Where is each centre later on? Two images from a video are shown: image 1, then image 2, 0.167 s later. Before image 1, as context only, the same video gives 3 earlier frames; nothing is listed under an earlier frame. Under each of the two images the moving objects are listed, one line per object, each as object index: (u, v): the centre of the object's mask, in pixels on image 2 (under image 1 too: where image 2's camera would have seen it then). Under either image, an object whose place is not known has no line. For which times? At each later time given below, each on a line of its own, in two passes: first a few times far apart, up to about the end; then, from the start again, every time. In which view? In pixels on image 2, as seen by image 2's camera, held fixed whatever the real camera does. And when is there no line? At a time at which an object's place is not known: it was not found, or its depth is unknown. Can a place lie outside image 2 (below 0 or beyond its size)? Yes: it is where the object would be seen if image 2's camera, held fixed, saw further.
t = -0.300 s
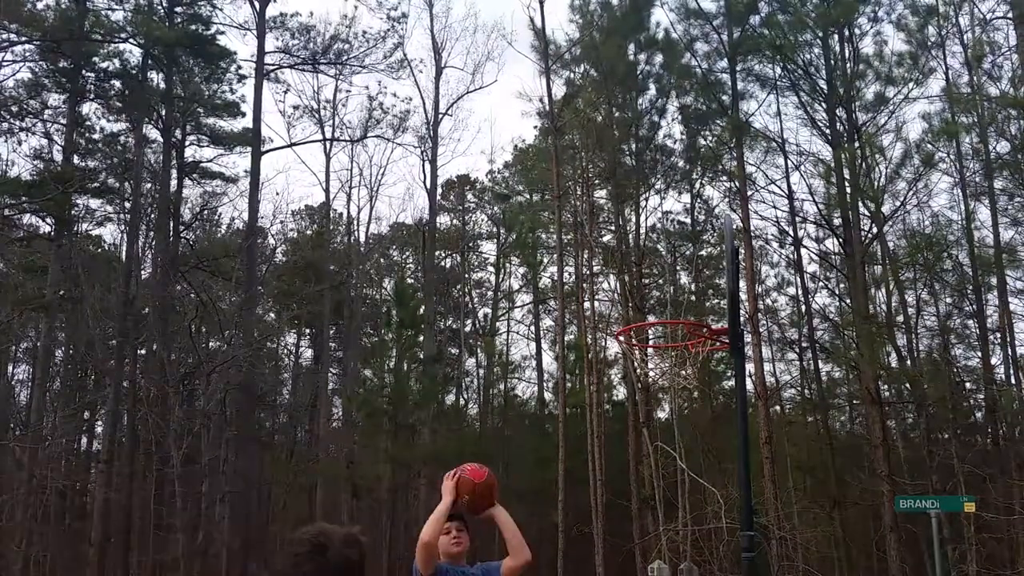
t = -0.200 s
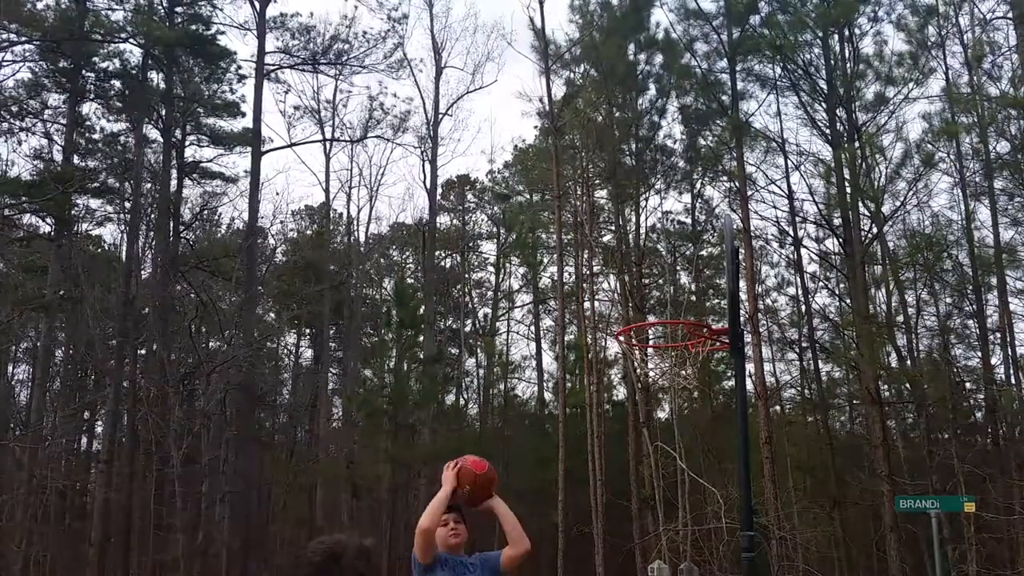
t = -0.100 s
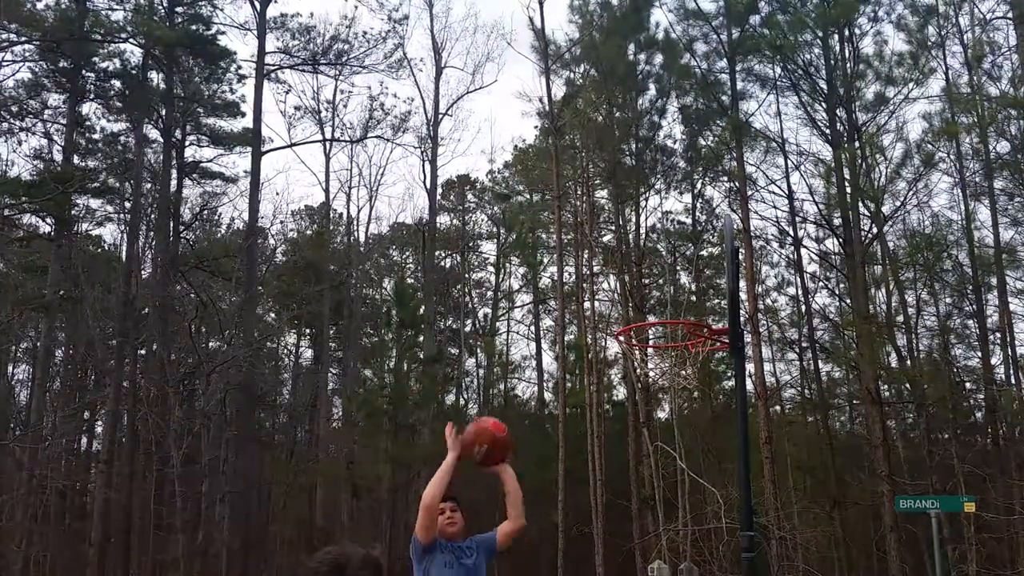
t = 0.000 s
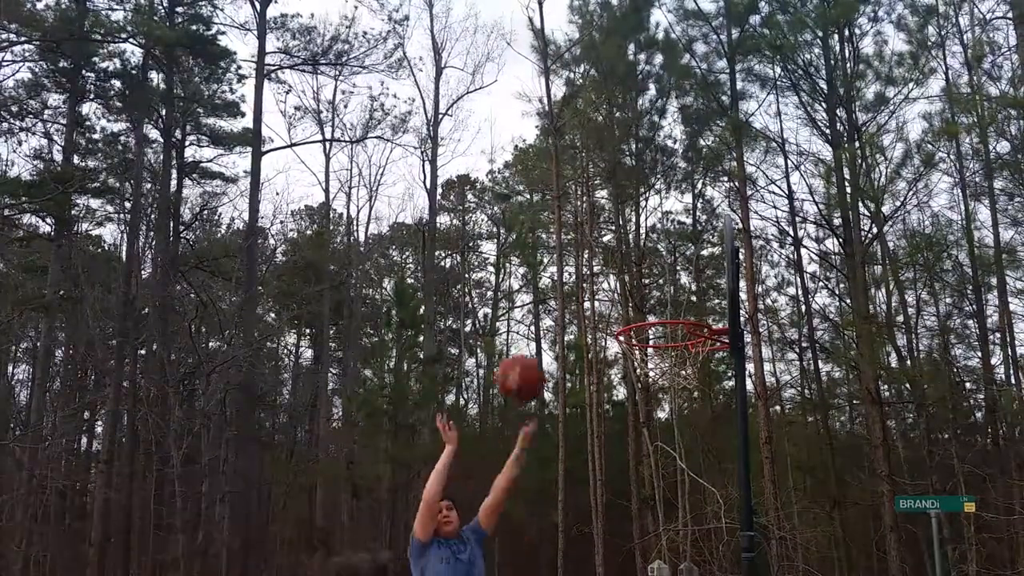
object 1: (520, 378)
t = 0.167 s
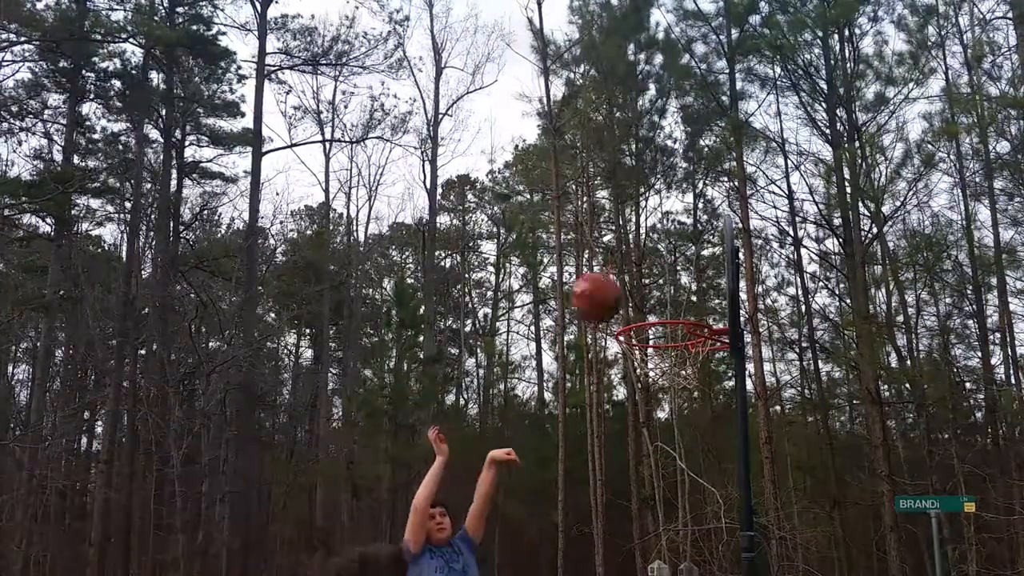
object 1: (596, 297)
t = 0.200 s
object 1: (613, 287)
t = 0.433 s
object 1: (687, 284)
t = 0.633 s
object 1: (670, 360)
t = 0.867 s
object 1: (671, 405)
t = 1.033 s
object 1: (673, 525)
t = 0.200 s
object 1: (613, 287)
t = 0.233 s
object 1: (628, 279)
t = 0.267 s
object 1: (645, 272)
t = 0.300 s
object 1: (662, 271)
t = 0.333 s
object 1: (681, 270)
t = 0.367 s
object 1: (698, 272)
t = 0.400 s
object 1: (693, 278)
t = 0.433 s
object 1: (687, 284)
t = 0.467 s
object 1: (675, 295)
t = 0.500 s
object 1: (663, 302)
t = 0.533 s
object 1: (659, 308)
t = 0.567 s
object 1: (665, 335)
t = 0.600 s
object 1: (667, 348)
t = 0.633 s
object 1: (670, 360)
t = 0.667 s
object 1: (670, 367)
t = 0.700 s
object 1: (669, 368)
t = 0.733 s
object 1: (671, 371)
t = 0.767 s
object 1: (670, 374)
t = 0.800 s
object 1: (670, 380)
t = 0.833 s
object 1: (671, 392)
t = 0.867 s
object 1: (671, 405)
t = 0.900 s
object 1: (671, 423)
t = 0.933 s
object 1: (671, 444)
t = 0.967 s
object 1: (671, 467)
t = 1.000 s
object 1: (672, 495)
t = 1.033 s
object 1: (673, 525)
